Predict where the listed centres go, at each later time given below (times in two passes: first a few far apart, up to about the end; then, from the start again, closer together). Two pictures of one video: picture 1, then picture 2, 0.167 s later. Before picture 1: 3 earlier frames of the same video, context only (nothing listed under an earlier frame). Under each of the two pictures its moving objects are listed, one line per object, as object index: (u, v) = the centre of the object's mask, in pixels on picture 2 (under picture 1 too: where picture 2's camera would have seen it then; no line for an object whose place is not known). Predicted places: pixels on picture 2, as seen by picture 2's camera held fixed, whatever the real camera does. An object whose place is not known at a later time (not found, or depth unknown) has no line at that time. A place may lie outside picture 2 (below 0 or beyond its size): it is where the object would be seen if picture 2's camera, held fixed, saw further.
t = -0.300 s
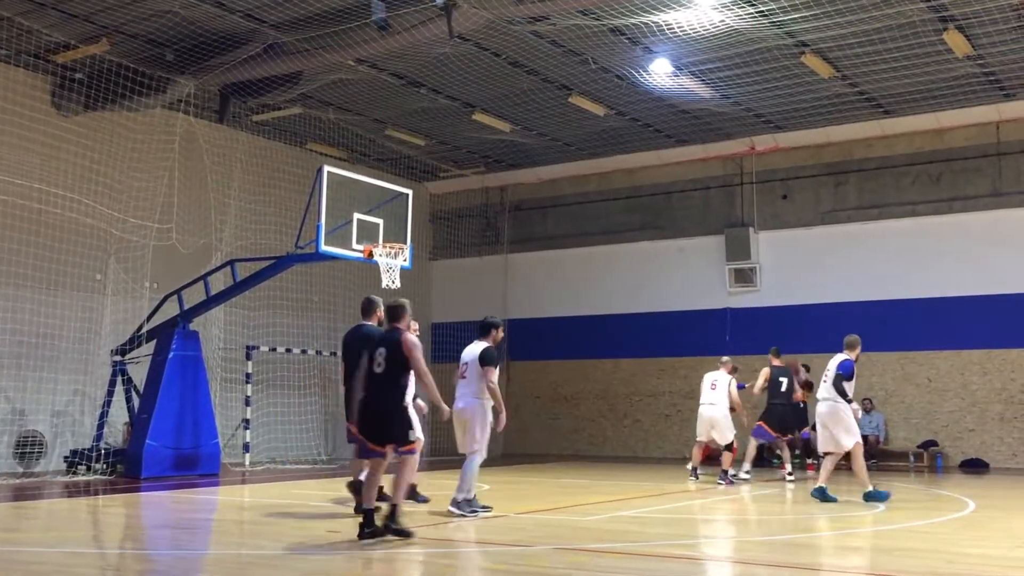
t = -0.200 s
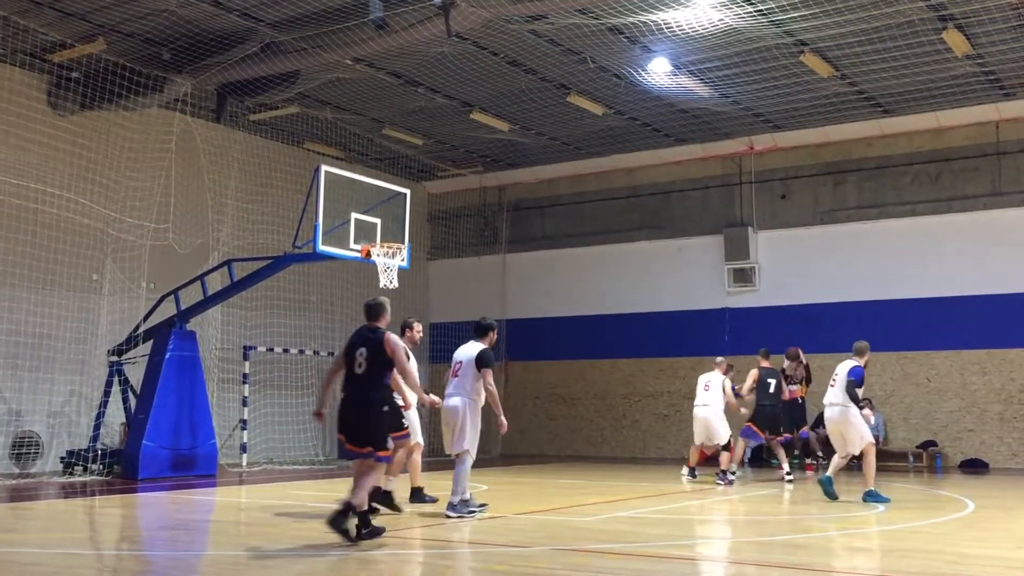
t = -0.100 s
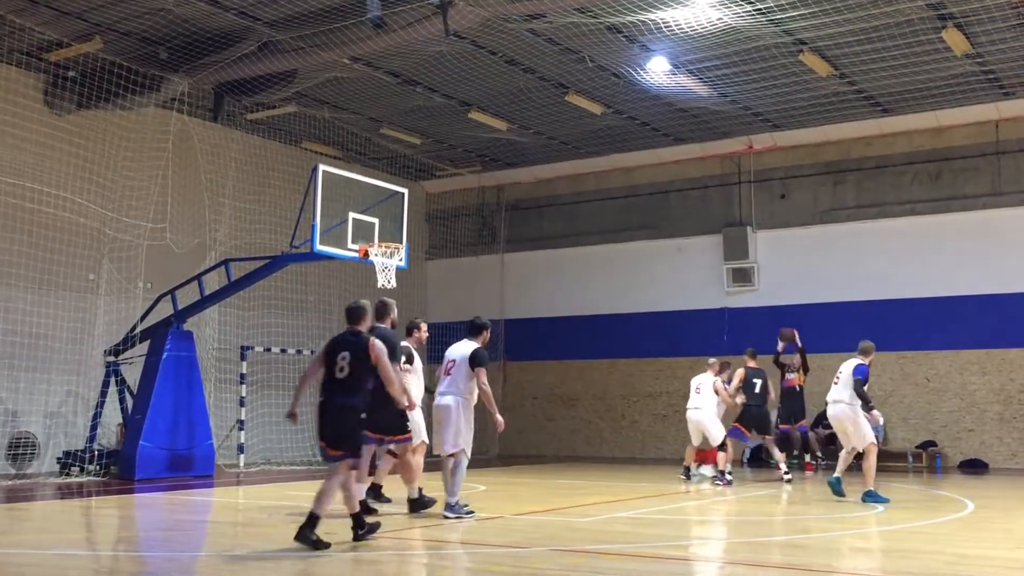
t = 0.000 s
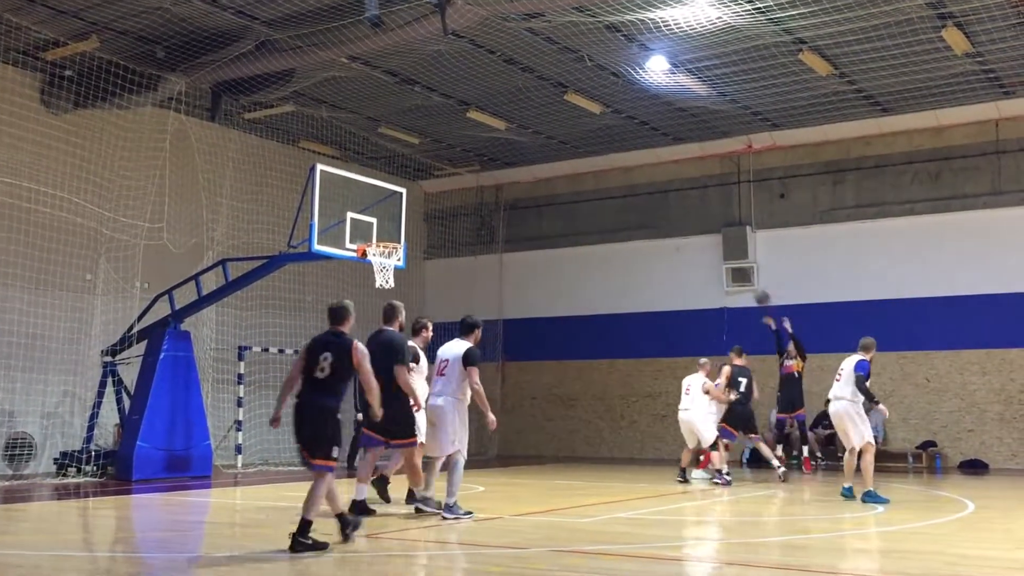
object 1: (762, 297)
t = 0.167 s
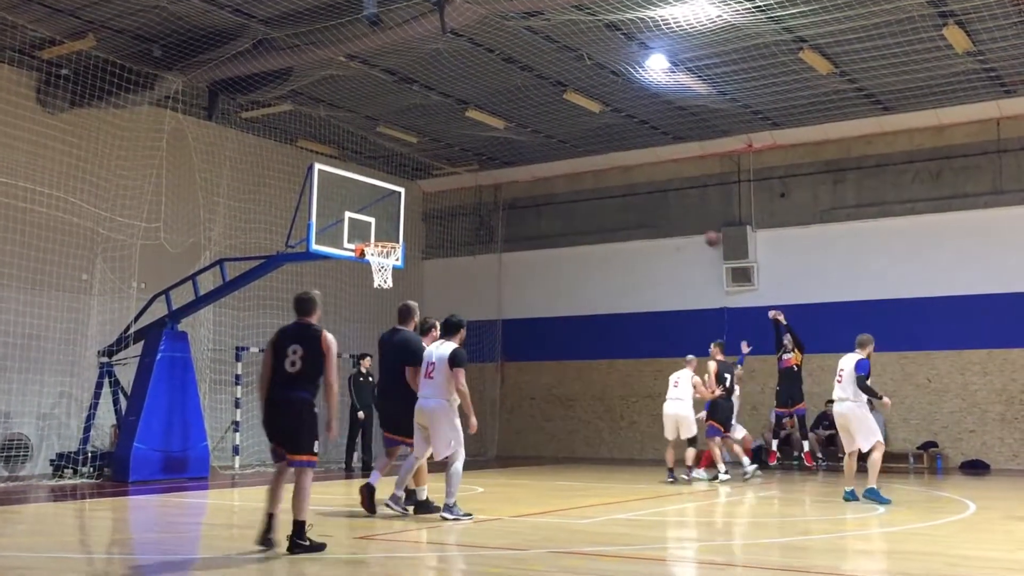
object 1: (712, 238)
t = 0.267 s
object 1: (682, 207)
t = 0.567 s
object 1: (590, 162)
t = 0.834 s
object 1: (499, 167)
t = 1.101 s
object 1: (400, 225)
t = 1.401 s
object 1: (377, 306)
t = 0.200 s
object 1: (702, 228)
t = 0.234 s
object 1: (692, 216)
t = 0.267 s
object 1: (682, 207)
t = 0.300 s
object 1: (673, 201)
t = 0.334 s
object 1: (663, 196)
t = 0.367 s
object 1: (653, 188)
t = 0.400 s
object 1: (642, 181)
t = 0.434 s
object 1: (632, 175)
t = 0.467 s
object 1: (621, 172)
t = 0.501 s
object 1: (612, 166)
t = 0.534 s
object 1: (600, 164)
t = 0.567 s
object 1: (590, 162)
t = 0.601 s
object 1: (578, 160)
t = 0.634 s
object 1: (567, 158)
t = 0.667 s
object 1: (556, 158)
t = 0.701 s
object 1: (545, 158)
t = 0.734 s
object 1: (535, 159)
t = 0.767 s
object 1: (523, 161)
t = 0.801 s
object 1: (511, 164)
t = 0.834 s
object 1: (499, 167)
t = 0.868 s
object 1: (487, 171)
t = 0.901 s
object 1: (475, 175)
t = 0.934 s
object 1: (463, 182)
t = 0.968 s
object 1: (453, 188)
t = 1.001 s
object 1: (441, 197)
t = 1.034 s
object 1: (428, 205)
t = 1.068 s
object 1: (414, 215)
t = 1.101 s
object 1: (400, 225)
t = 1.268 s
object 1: (372, 278)
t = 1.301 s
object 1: (373, 280)
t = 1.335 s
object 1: (374, 287)
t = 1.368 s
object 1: (375, 296)
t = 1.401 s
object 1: (377, 306)
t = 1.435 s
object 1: (380, 317)
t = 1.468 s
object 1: (380, 327)
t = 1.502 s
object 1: (382, 340)
